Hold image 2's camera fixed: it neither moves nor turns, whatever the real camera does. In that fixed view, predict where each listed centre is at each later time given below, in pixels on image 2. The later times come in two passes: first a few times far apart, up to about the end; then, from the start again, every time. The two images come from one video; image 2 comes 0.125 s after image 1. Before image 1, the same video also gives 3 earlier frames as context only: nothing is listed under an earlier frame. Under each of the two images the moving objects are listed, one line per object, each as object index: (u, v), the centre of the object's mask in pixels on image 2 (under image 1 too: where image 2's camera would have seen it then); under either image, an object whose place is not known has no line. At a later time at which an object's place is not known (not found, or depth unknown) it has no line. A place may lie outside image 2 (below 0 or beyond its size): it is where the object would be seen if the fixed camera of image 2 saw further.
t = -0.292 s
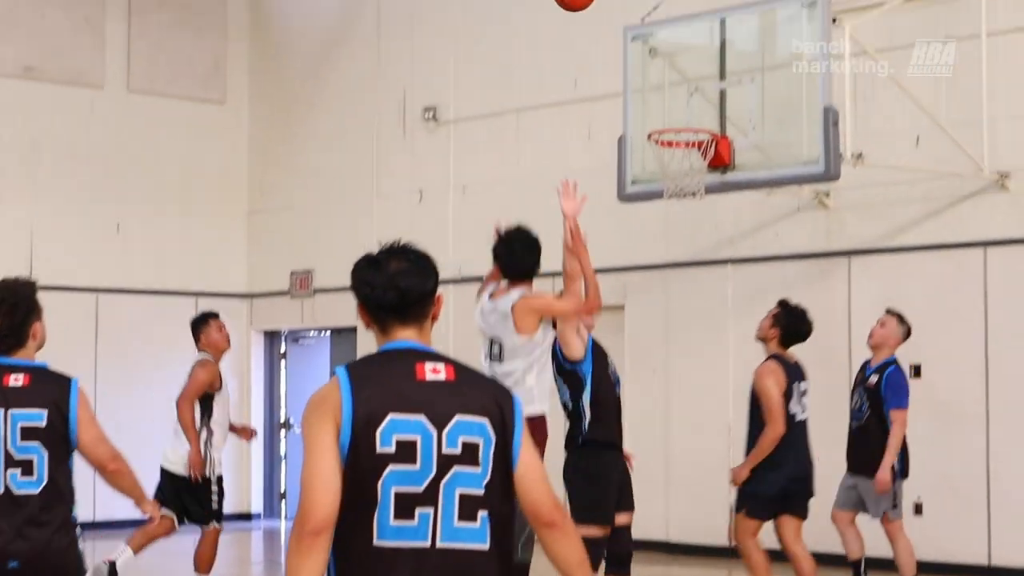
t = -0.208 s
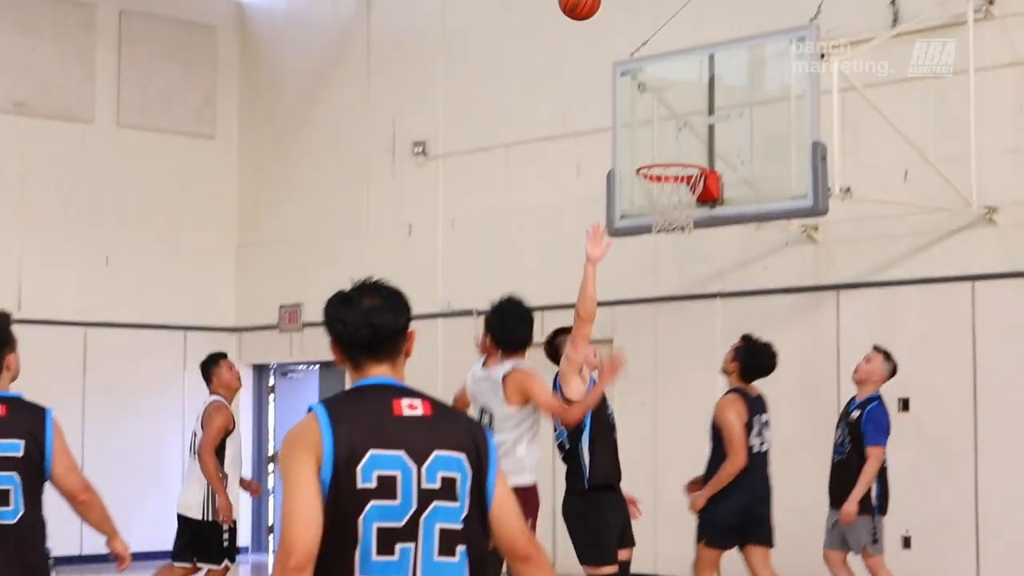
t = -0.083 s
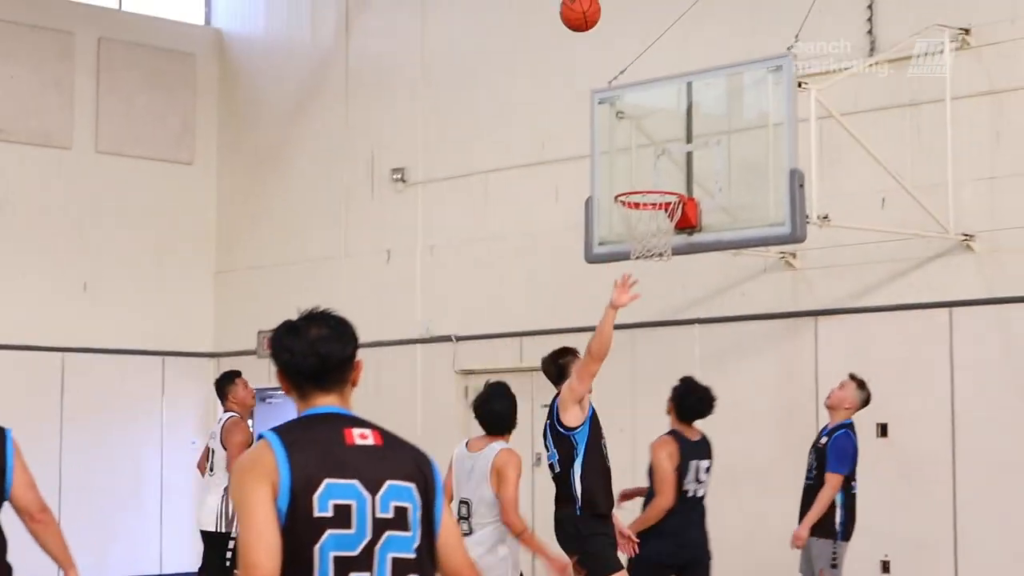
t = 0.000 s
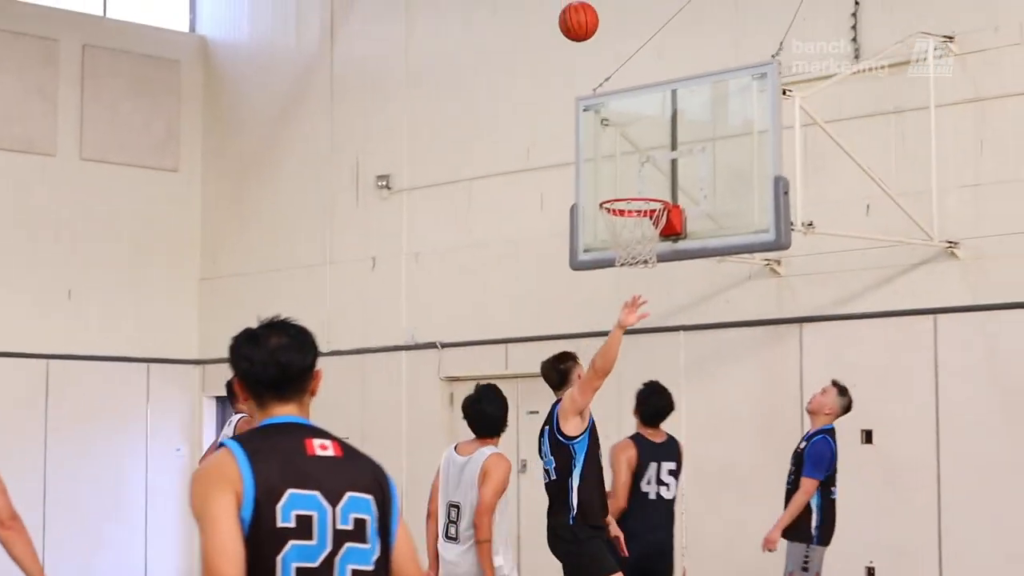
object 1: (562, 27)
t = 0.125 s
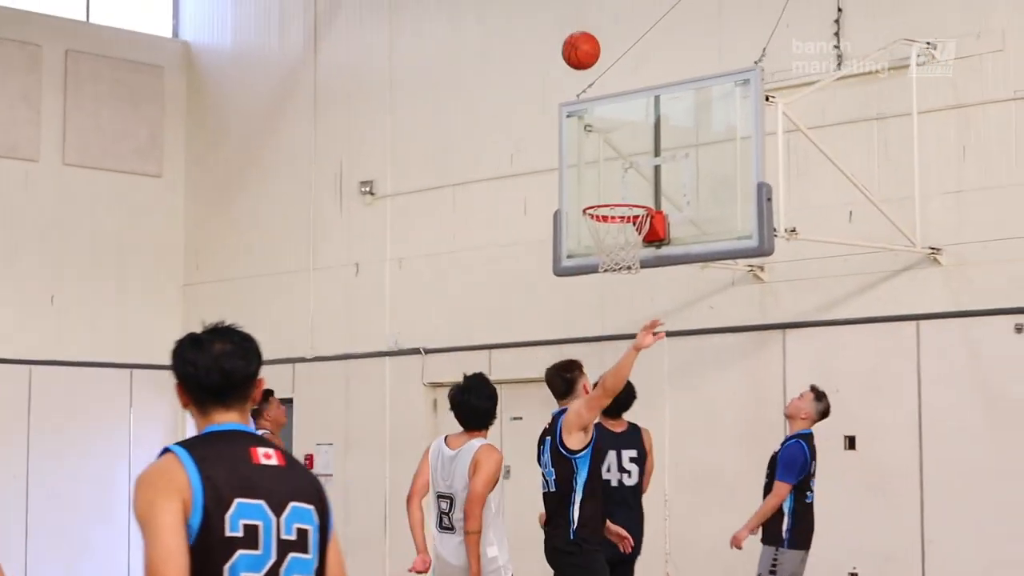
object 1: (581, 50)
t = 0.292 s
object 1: (607, 122)
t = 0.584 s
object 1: (634, 187)
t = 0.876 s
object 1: (604, 194)
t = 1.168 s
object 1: (621, 210)
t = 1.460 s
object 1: (636, 251)
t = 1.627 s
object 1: (616, 266)
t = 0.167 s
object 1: (587, 62)
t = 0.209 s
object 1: (596, 85)
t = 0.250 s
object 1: (601, 103)
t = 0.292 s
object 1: (607, 122)
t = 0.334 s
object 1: (613, 143)
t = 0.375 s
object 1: (618, 166)
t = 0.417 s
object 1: (624, 189)
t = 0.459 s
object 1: (626, 185)
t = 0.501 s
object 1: (629, 184)
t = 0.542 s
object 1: (631, 184)
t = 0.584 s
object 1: (634, 187)
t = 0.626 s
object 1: (636, 190)
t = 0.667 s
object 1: (639, 194)
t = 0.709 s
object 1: (628, 192)
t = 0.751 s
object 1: (621, 192)
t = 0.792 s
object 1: (614, 196)
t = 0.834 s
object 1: (607, 195)
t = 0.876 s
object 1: (604, 194)
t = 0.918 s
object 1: (601, 193)
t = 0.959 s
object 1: (600, 197)
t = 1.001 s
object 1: (599, 195)
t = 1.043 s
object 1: (602, 195)
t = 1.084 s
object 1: (605, 199)
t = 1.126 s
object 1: (611, 205)
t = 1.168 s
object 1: (621, 210)
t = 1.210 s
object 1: (626, 214)
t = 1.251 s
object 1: (632, 222)
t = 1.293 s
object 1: (636, 227)
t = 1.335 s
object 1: (639, 233)
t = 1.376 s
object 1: (640, 238)
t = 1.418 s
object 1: (638, 246)
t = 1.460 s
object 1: (636, 251)
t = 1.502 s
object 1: (632, 254)
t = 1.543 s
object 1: (626, 258)
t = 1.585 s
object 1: (621, 261)
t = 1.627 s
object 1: (616, 266)
